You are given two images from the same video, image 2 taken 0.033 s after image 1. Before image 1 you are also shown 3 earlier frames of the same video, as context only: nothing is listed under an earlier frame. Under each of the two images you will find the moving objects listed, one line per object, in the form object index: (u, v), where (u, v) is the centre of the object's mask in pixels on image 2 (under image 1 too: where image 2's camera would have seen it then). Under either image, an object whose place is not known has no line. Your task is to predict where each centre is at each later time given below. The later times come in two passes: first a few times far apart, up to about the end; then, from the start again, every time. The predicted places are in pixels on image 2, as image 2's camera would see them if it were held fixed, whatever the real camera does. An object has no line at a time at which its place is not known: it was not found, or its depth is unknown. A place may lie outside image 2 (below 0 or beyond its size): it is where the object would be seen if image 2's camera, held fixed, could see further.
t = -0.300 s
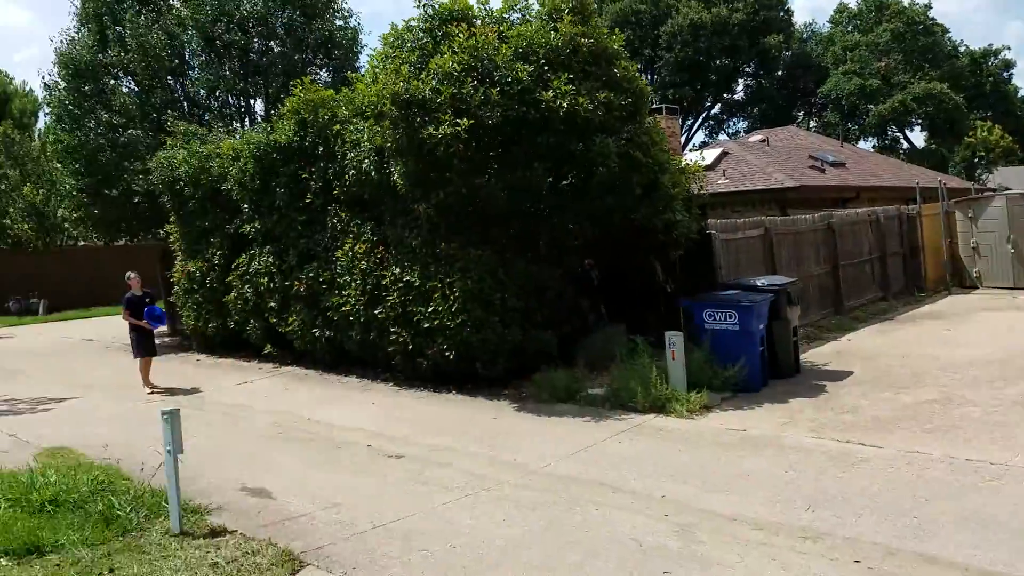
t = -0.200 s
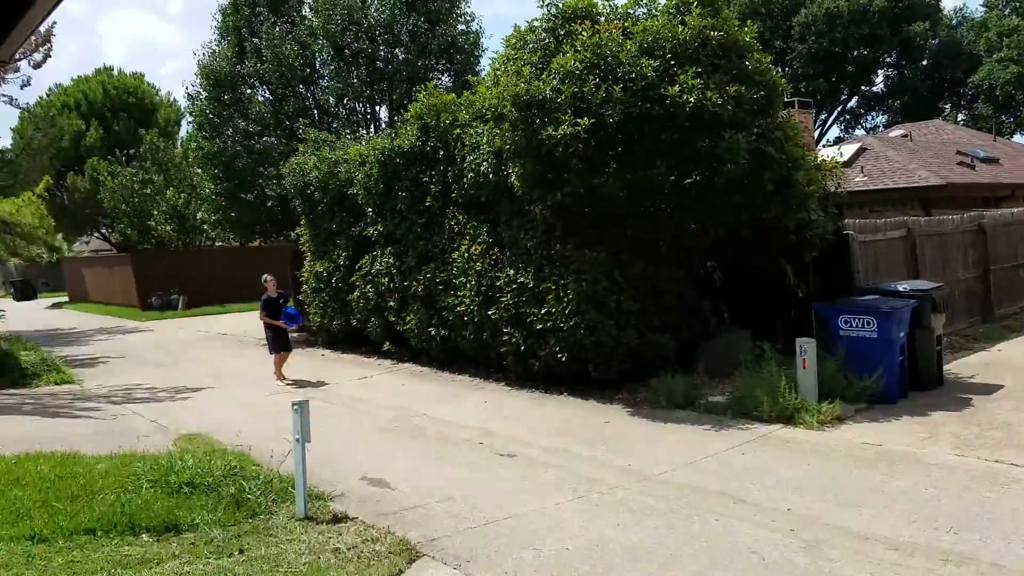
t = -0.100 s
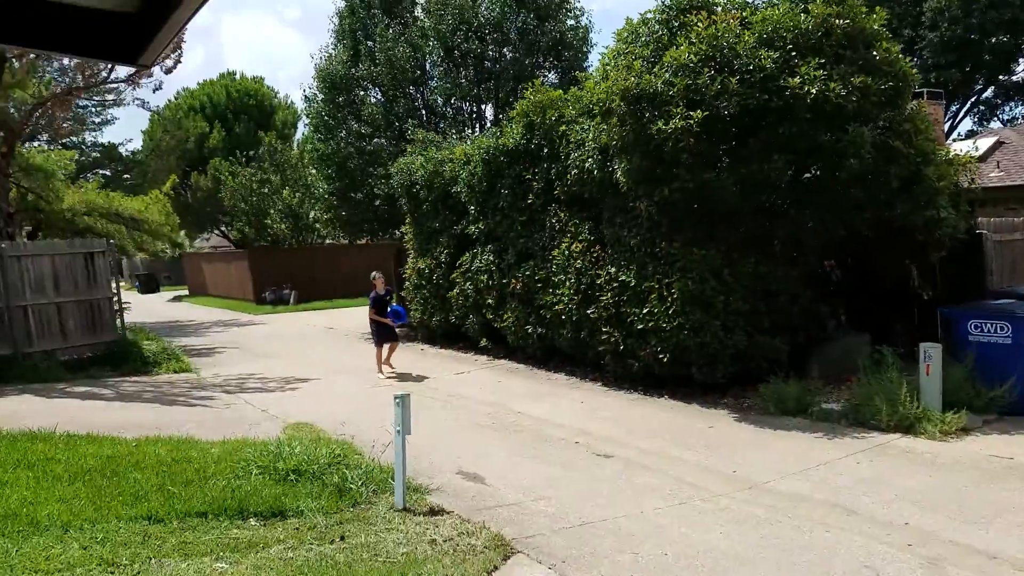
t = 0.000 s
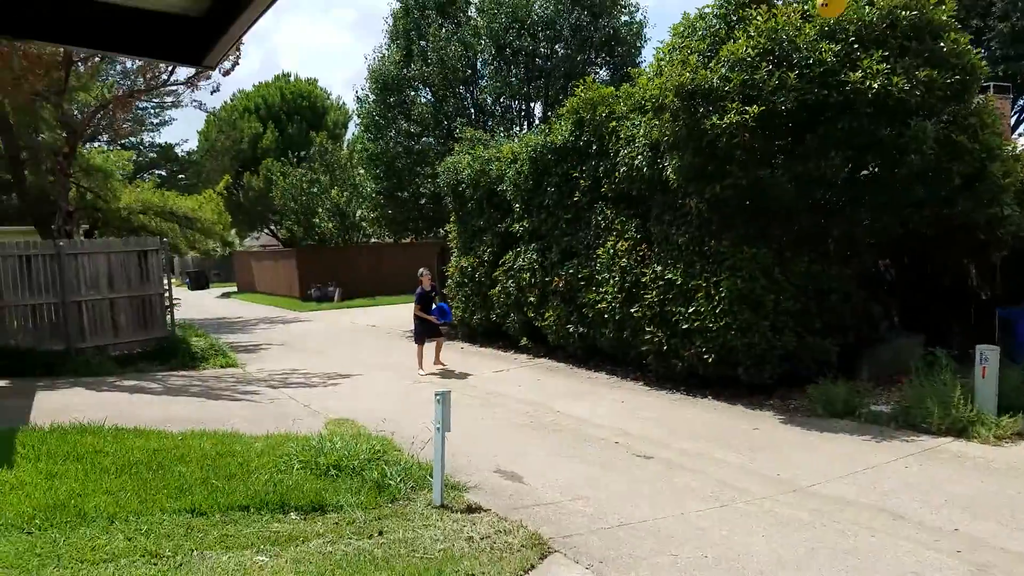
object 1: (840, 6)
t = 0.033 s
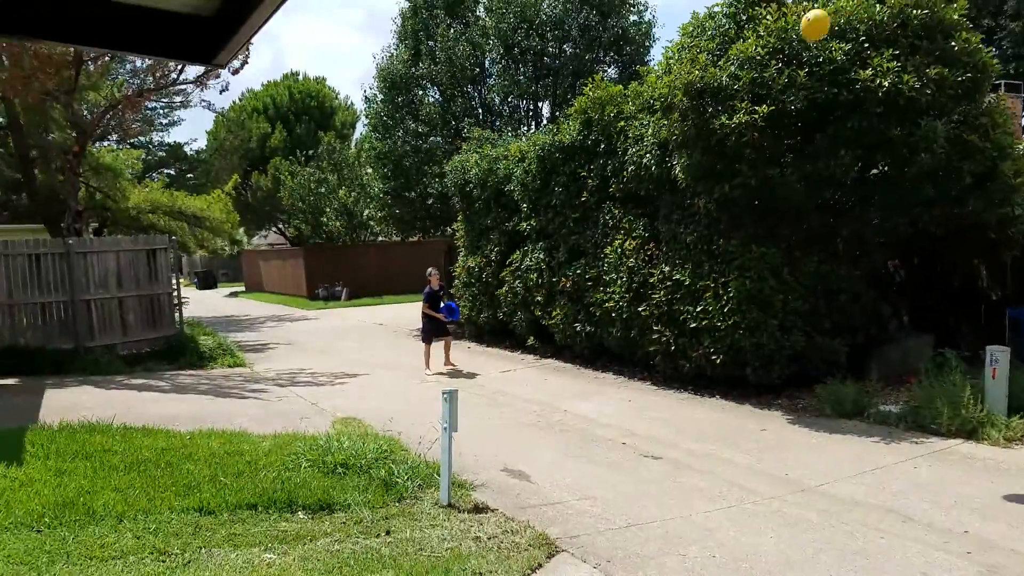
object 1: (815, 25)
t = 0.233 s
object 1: (692, 164)
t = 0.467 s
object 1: (592, 315)
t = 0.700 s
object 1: (547, 344)
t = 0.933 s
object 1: (525, 276)
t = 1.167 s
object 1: (508, 249)
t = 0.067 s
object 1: (790, 48)
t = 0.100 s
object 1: (767, 72)
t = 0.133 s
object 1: (747, 95)
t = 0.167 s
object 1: (729, 118)
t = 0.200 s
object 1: (710, 142)
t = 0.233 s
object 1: (692, 164)
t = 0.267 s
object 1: (674, 186)
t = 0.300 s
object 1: (659, 208)
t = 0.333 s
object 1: (643, 230)
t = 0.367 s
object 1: (630, 252)
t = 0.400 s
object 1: (616, 273)
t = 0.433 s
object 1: (604, 294)
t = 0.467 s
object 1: (592, 315)
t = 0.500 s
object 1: (582, 336)
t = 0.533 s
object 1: (572, 356)
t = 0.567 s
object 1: (563, 376)
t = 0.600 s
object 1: (557, 388)
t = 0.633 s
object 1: (553, 372)
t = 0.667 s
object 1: (550, 358)
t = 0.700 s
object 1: (547, 344)
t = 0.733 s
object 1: (544, 331)
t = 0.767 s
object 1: (541, 320)
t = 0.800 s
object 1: (538, 310)
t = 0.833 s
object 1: (535, 300)
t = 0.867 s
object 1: (532, 291)
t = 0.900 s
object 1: (529, 282)
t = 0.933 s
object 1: (525, 276)
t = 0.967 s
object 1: (522, 269)
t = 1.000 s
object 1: (520, 264)
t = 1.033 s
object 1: (517, 259)
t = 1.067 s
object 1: (515, 256)
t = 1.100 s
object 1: (513, 253)
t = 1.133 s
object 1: (511, 250)
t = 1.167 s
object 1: (508, 249)
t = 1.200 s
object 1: (505, 249)
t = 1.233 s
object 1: (503, 249)
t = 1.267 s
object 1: (500, 249)
